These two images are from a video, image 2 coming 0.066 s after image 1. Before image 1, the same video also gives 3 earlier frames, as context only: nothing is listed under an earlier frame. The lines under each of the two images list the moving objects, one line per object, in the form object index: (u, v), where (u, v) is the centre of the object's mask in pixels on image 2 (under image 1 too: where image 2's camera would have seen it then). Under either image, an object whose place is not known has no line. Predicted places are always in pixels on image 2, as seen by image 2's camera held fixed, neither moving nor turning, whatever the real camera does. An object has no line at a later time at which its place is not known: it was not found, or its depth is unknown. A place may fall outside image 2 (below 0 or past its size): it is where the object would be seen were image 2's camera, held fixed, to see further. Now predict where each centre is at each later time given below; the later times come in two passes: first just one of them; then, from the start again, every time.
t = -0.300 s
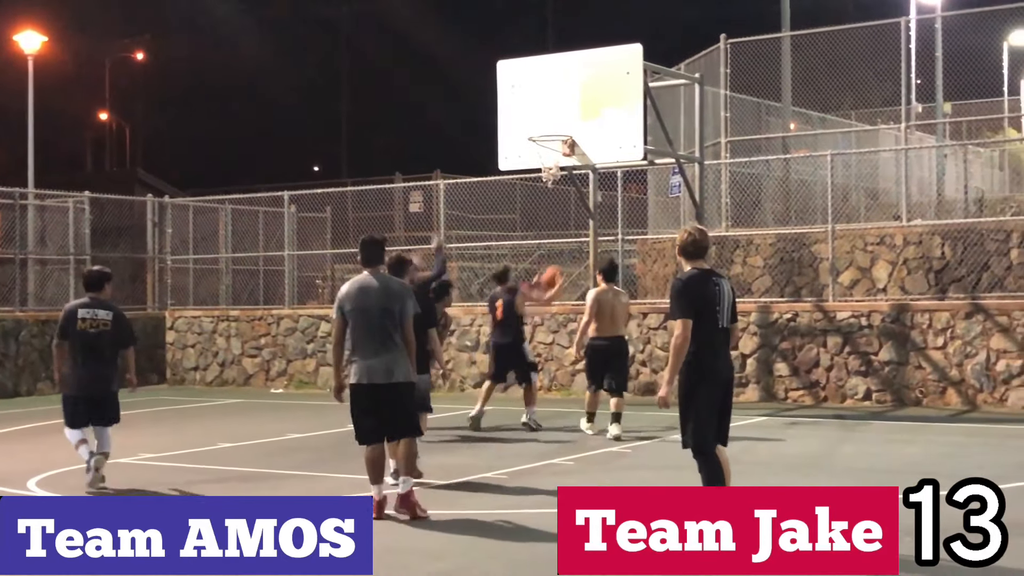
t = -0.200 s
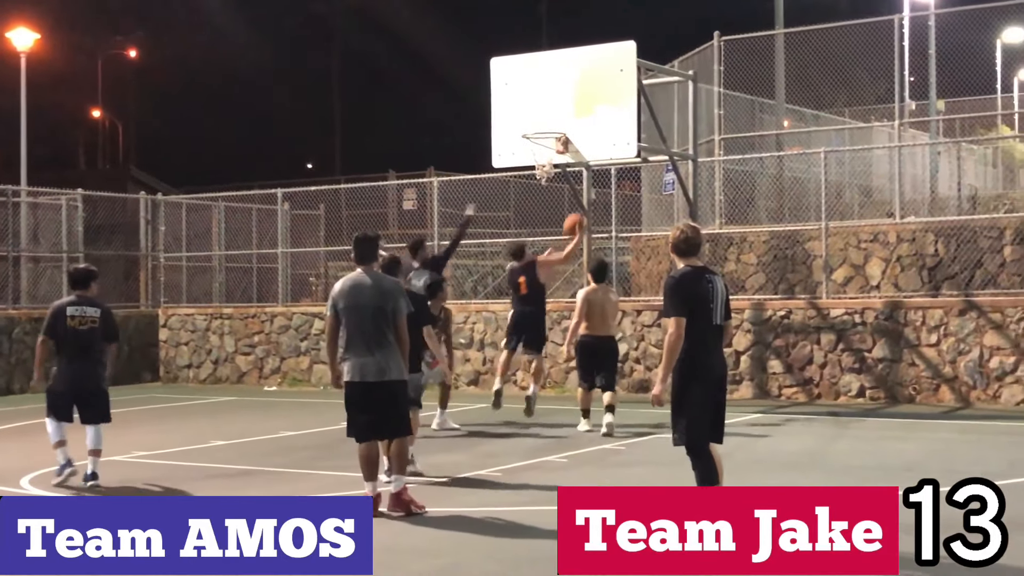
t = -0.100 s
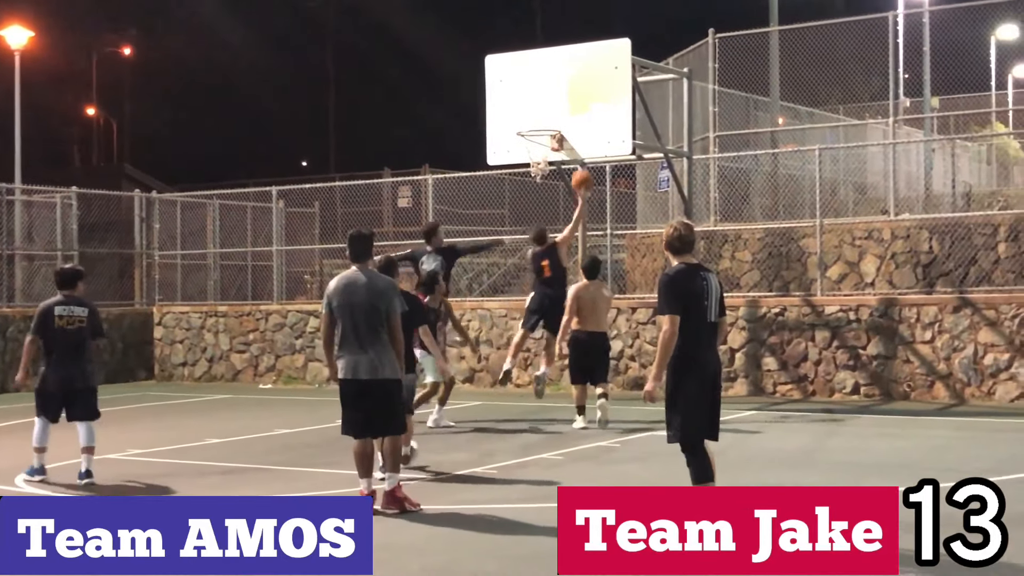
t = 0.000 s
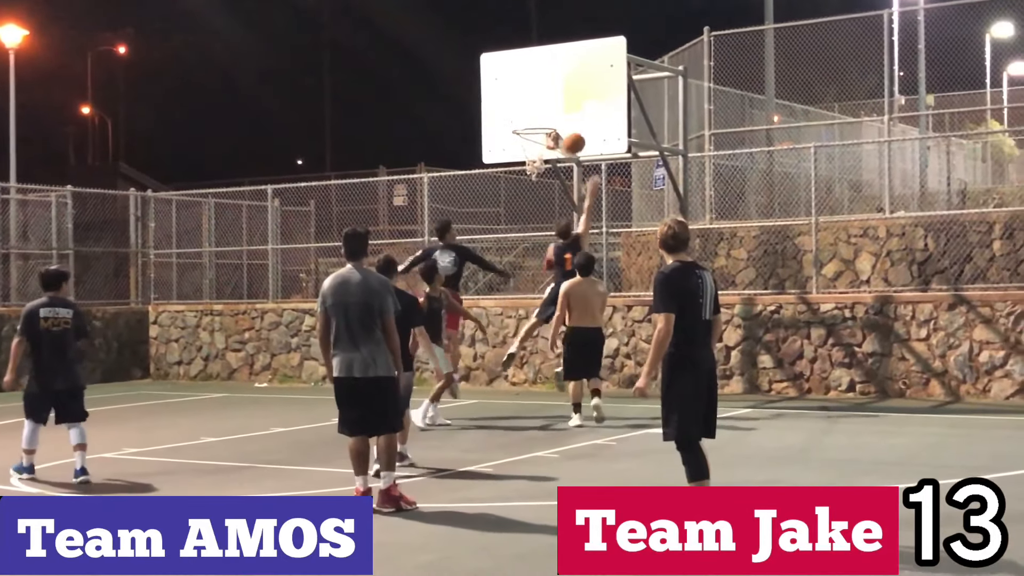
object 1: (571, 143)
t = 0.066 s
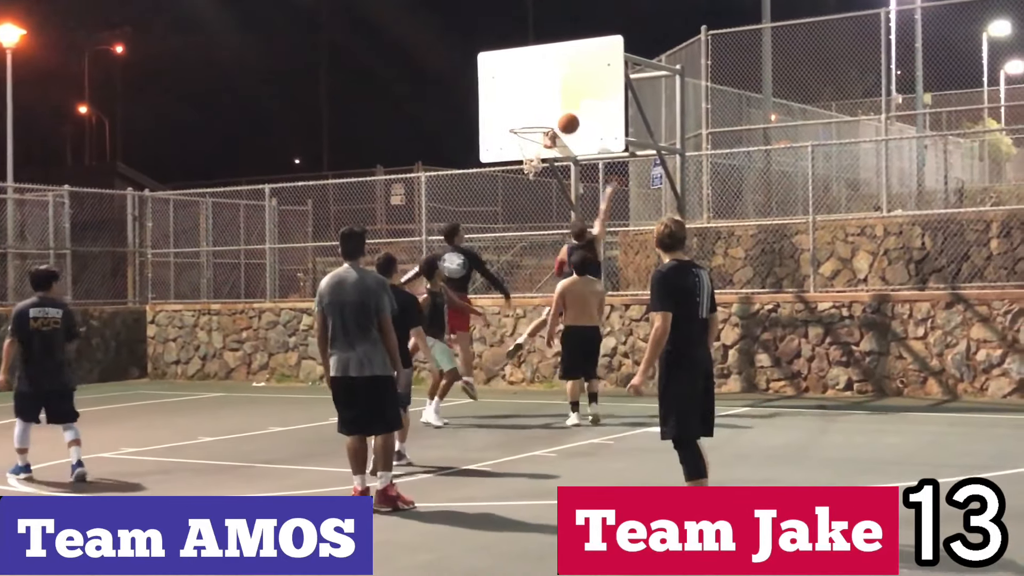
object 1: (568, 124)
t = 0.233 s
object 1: (554, 99)
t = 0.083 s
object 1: (568, 119)
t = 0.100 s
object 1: (567, 116)
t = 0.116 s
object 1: (566, 112)
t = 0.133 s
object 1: (566, 109)
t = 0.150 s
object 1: (565, 107)
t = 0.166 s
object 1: (564, 104)
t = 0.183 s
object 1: (562, 103)
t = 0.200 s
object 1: (559, 101)
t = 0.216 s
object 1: (557, 100)
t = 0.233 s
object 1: (554, 99)
